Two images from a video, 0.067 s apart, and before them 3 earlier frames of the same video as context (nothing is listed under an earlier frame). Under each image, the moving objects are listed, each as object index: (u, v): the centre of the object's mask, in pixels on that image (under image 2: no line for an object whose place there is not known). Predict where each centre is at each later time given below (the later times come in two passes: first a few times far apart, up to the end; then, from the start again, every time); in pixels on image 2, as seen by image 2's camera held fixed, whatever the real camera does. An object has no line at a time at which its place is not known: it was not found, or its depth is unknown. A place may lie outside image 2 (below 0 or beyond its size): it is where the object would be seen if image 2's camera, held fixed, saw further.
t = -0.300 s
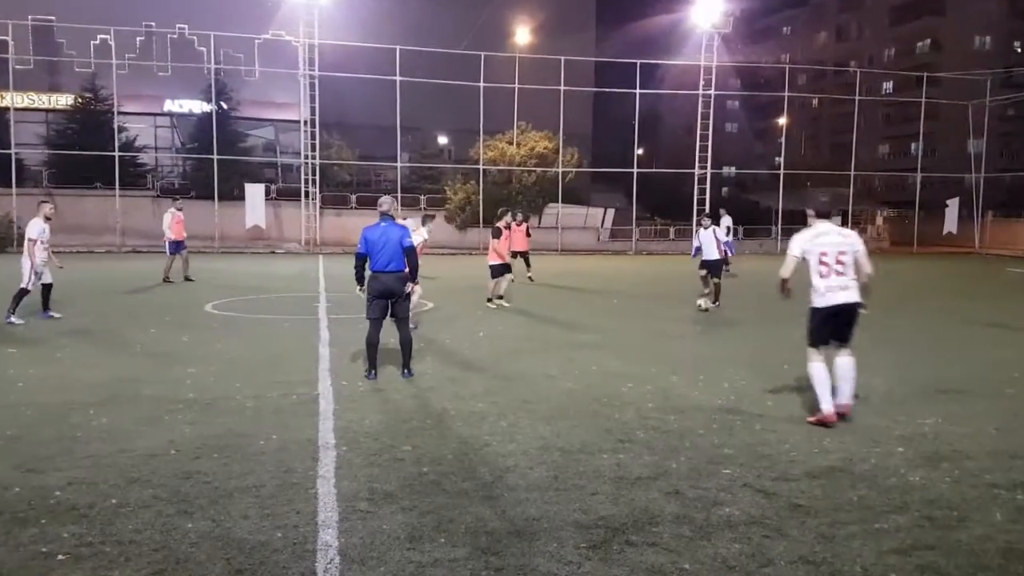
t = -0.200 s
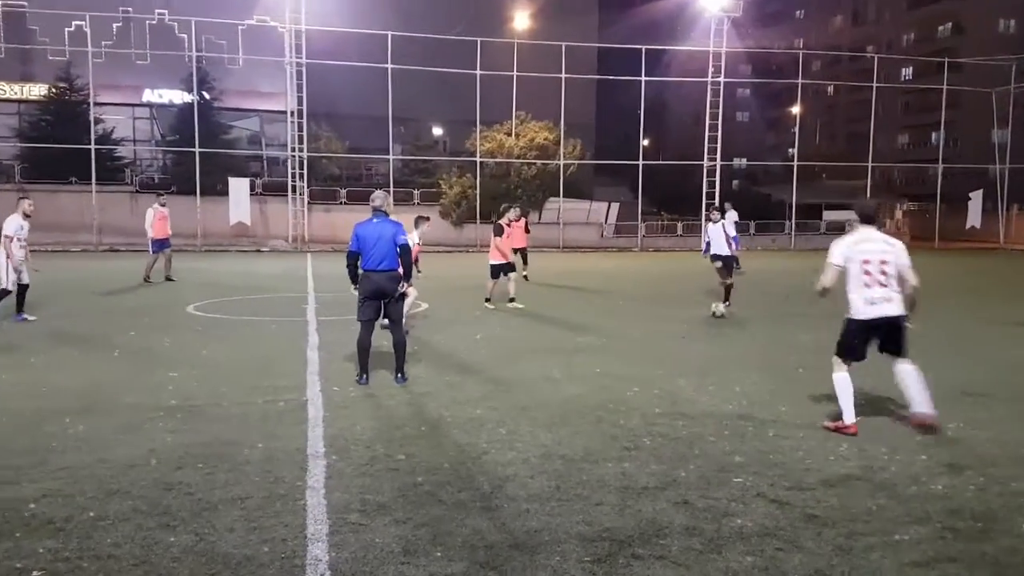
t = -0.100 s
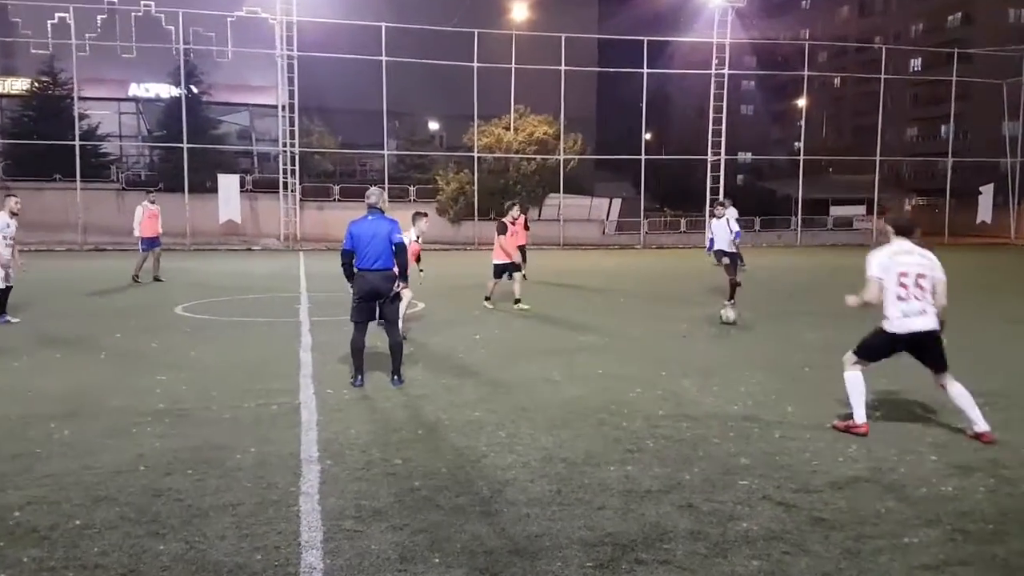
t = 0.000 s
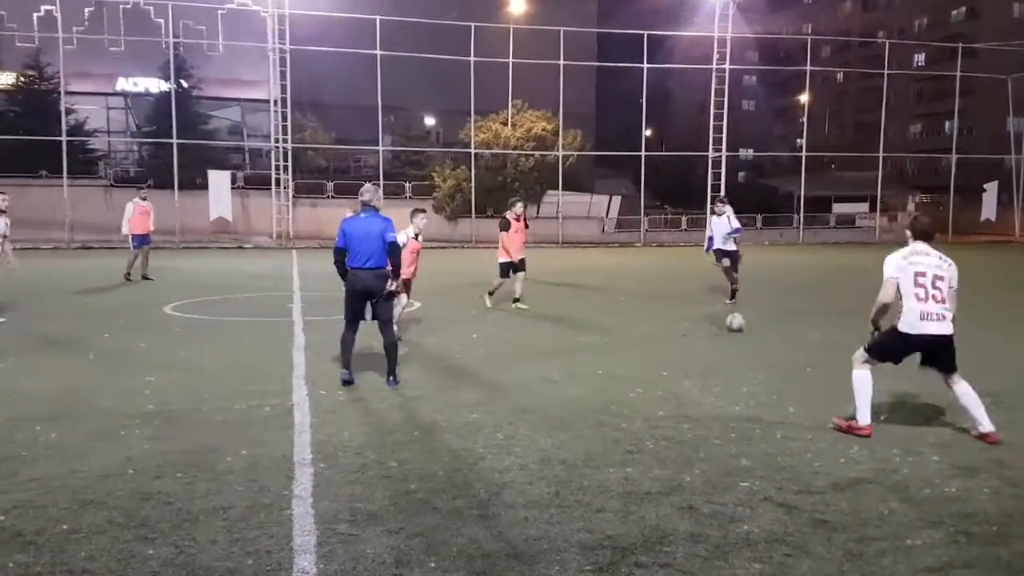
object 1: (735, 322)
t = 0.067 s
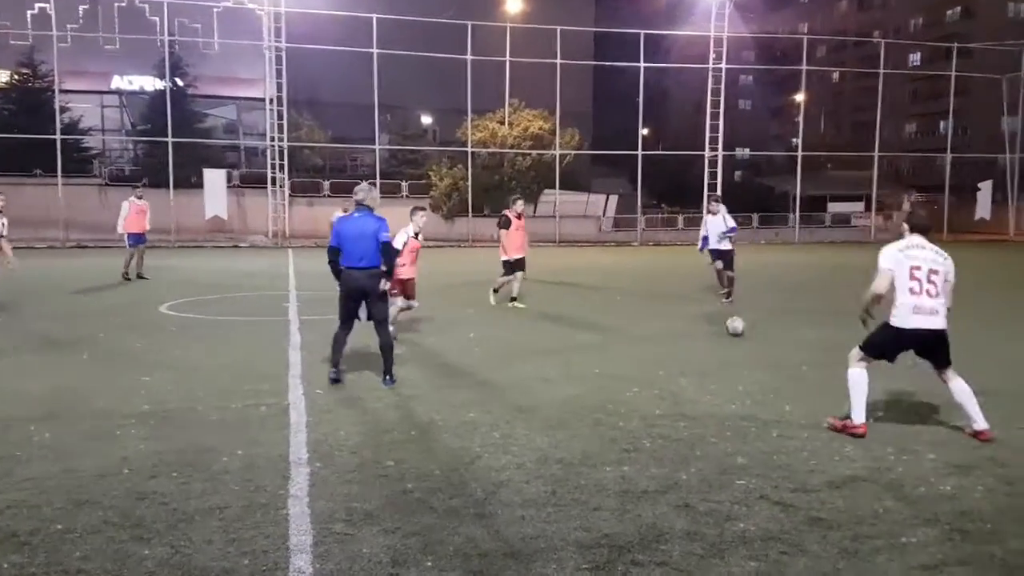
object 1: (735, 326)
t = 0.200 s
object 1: (739, 334)
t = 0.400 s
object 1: (748, 353)
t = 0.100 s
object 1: (737, 329)
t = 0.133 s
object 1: (738, 331)
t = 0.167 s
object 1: (738, 332)
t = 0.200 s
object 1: (739, 334)
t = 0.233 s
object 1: (741, 339)
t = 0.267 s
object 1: (742, 342)
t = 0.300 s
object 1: (742, 345)
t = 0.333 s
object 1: (744, 348)
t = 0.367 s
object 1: (746, 350)
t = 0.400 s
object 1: (748, 353)
